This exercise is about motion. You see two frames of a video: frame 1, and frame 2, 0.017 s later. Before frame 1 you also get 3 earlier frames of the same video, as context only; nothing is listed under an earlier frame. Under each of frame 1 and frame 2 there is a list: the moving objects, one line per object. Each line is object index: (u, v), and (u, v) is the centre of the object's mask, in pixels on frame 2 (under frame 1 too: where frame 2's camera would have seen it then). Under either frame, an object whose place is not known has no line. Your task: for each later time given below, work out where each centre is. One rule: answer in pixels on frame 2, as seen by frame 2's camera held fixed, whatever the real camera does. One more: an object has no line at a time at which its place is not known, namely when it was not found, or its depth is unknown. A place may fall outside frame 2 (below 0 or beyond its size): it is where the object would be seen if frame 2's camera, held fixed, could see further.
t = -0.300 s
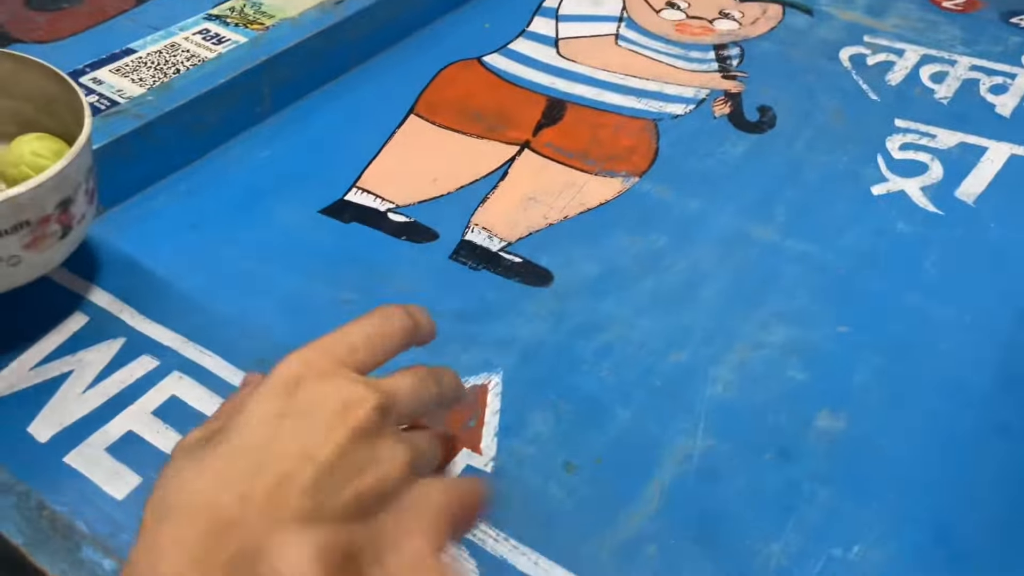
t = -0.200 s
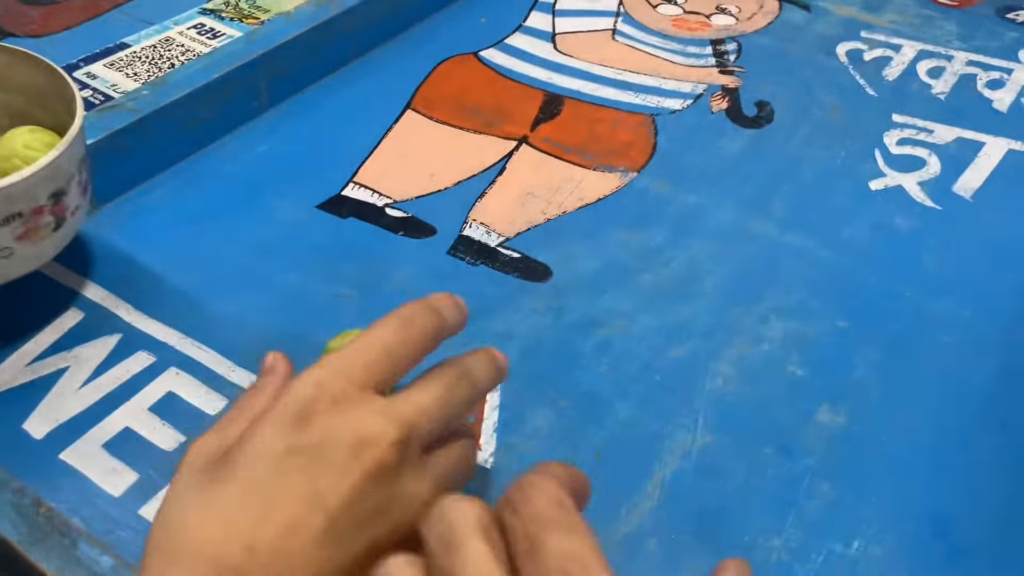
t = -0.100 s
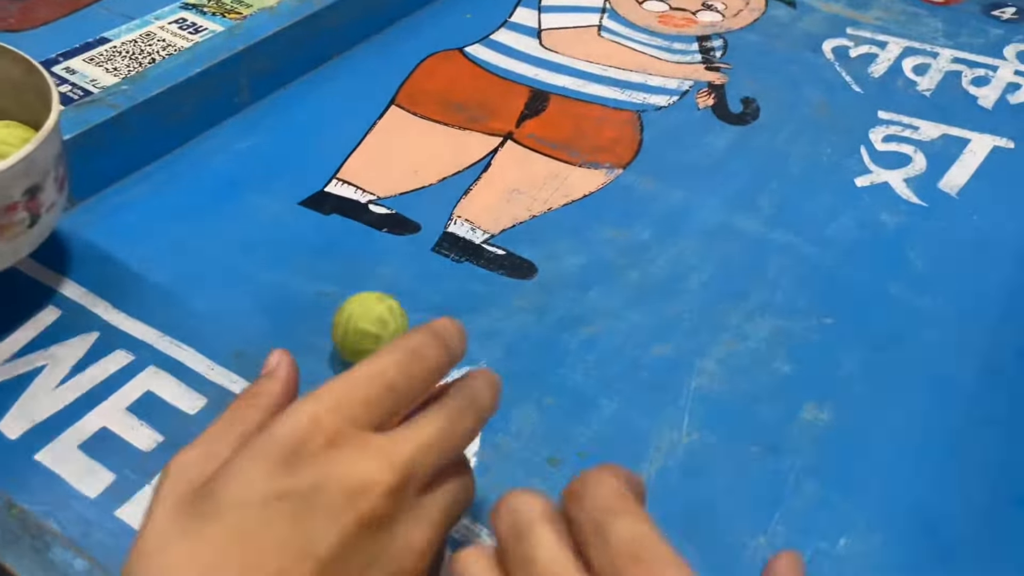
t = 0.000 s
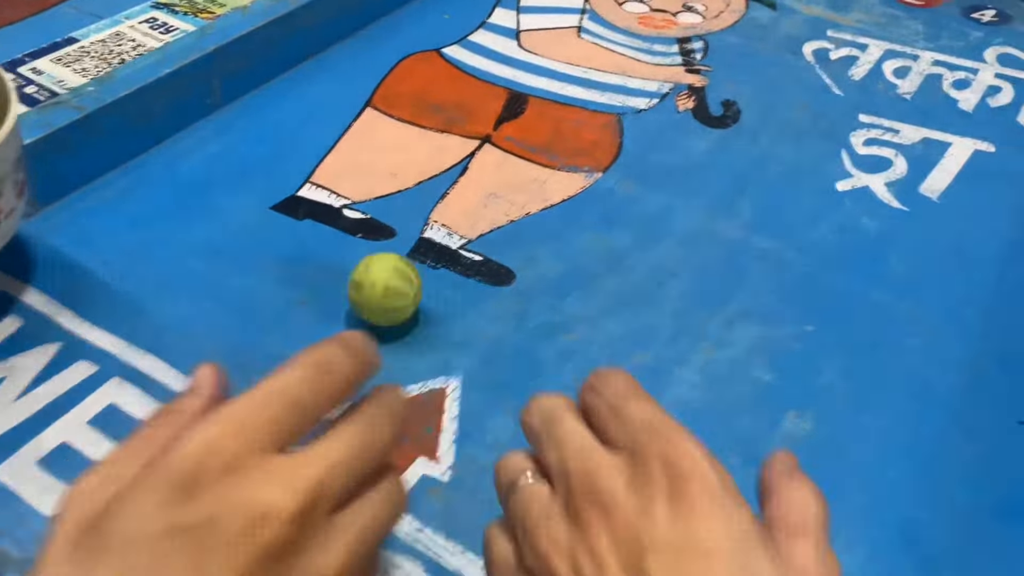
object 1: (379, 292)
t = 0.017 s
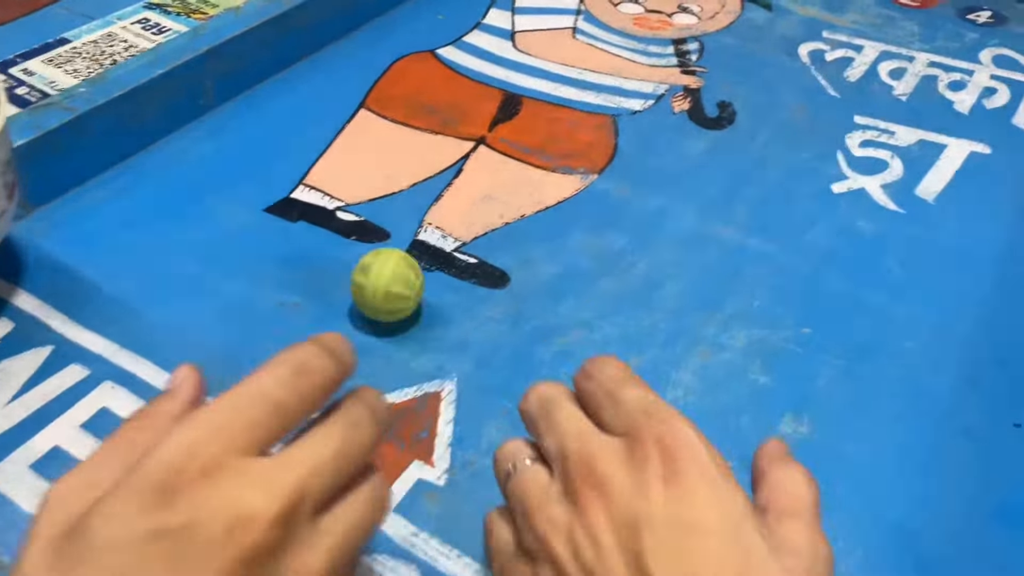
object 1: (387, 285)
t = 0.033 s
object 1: (396, 276)
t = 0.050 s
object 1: (403, 269)
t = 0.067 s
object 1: (412, 259)
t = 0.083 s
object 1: (420, 249)
